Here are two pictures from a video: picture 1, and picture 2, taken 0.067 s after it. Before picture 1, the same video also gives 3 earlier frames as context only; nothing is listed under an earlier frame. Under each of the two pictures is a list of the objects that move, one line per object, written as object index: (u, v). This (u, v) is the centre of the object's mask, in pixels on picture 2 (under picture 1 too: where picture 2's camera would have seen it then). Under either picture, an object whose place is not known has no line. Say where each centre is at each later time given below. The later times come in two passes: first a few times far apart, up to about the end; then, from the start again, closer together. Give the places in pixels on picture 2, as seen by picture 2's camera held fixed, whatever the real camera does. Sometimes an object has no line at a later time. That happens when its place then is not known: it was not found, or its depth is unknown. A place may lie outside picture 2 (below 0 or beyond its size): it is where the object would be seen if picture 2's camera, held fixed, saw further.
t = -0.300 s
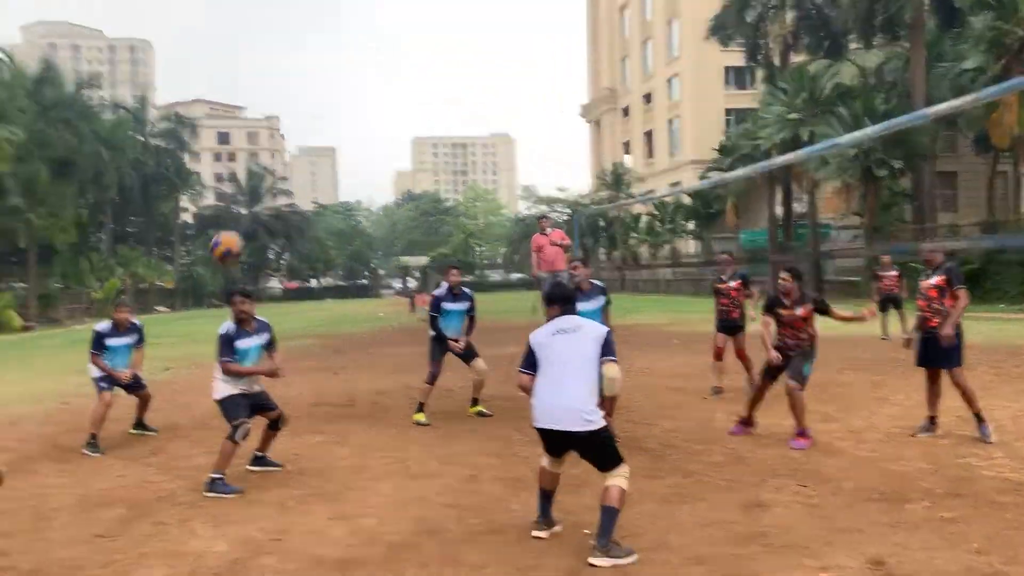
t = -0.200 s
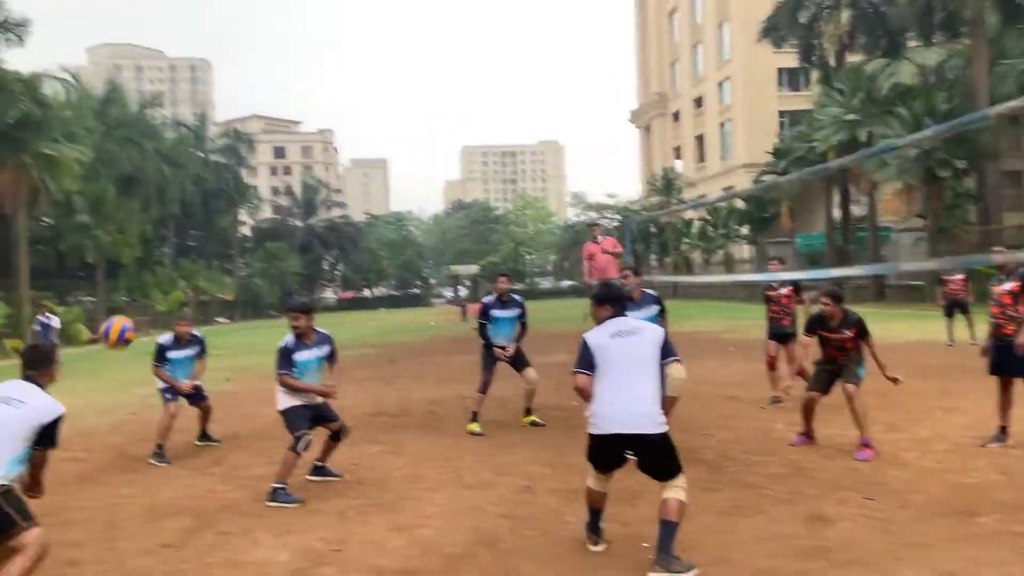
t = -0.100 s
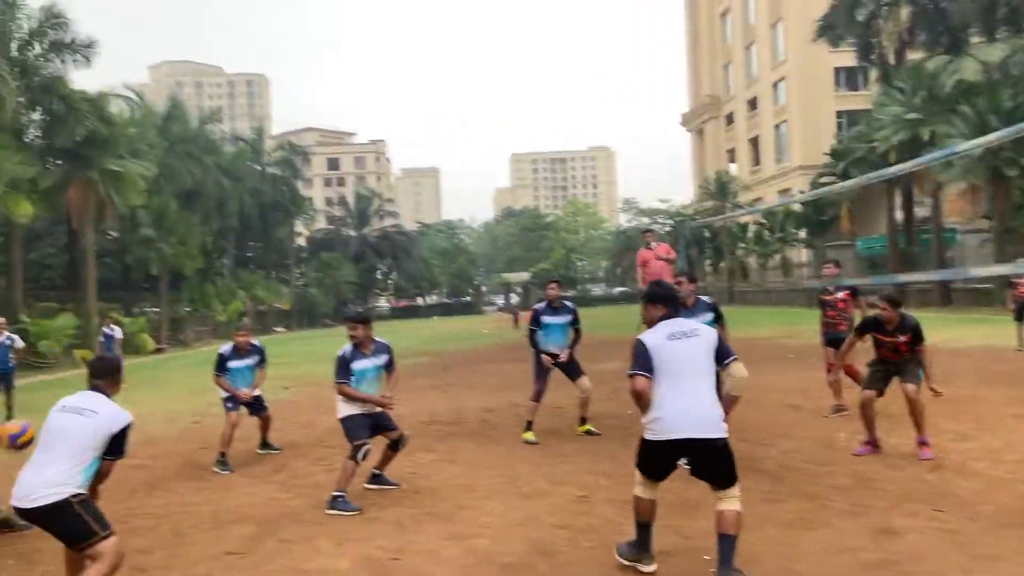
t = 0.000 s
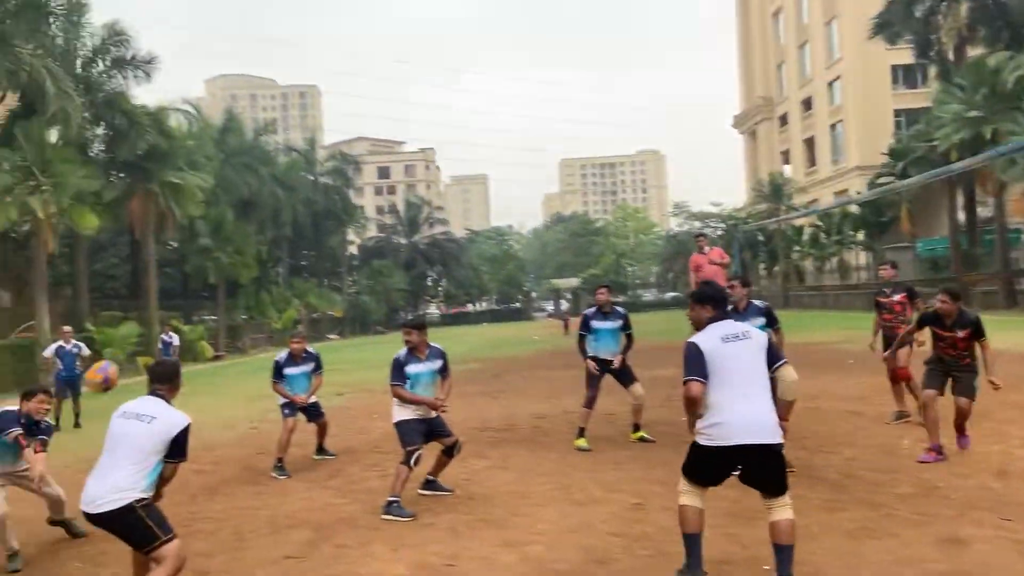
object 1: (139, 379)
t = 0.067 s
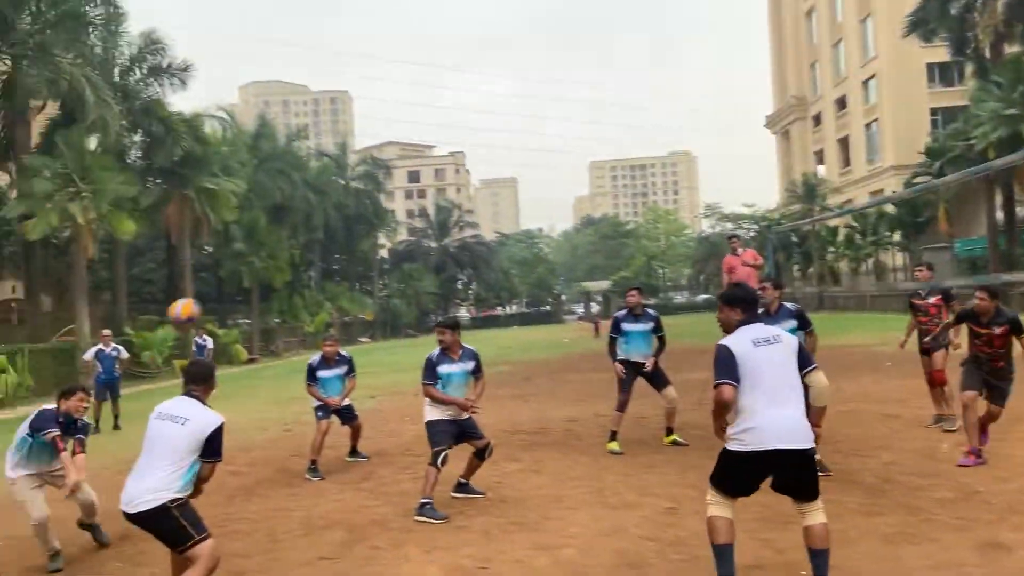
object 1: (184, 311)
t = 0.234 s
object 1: (288, 183)
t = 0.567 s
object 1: (477, 45)
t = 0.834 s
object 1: (617, 41)
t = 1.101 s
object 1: (756, 123)
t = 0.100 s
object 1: (206, 281)
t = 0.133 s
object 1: (227, 255)
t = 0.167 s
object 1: (248, 228)
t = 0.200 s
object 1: (269, 205)
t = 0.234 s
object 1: (288, 183)
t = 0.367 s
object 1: (365, 109)
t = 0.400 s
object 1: (384, 95)
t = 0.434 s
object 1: (403, 82)
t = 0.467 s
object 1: (422, 71)
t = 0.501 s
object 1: (441, 61)
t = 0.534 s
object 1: (459, 52)
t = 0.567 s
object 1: (477, 45)
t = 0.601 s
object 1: (495, 40)
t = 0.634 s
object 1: (513, 36)
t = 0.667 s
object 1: (530, 34)
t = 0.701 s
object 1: (548, 33)
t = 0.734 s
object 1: (566, 33)
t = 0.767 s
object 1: (583, 34)
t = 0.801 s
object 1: (601, 37)
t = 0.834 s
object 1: (617, 41)
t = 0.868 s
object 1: (634, 47)
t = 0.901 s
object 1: (652, 54)
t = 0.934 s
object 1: (669, 62)
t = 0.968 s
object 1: (687, 72)
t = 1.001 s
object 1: (705, 82)
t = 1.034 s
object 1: (722, 94)
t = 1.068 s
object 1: (739, 108)
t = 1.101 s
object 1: (756, 123)
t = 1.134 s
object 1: (774, 140)
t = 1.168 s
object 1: (790, 158)
